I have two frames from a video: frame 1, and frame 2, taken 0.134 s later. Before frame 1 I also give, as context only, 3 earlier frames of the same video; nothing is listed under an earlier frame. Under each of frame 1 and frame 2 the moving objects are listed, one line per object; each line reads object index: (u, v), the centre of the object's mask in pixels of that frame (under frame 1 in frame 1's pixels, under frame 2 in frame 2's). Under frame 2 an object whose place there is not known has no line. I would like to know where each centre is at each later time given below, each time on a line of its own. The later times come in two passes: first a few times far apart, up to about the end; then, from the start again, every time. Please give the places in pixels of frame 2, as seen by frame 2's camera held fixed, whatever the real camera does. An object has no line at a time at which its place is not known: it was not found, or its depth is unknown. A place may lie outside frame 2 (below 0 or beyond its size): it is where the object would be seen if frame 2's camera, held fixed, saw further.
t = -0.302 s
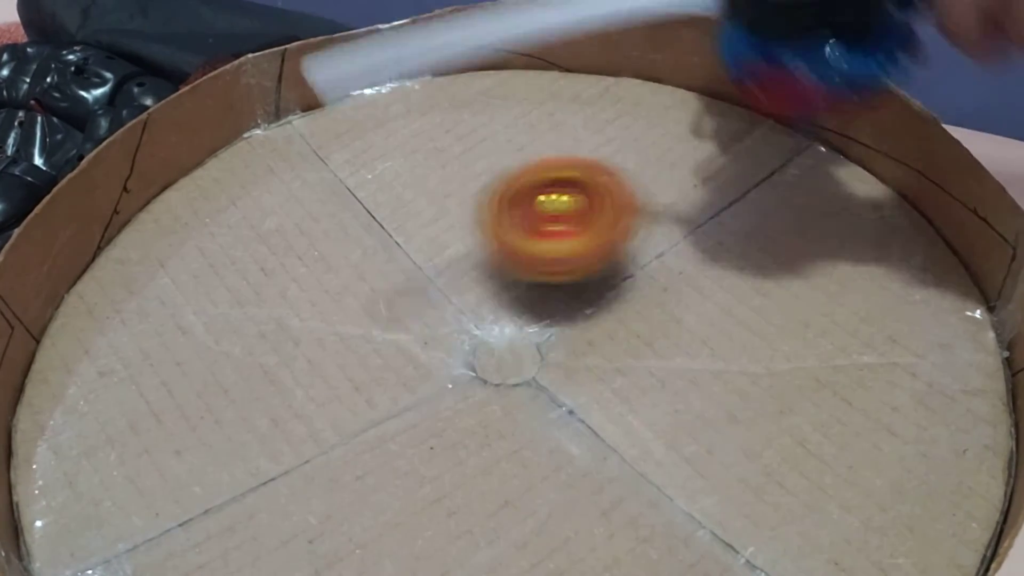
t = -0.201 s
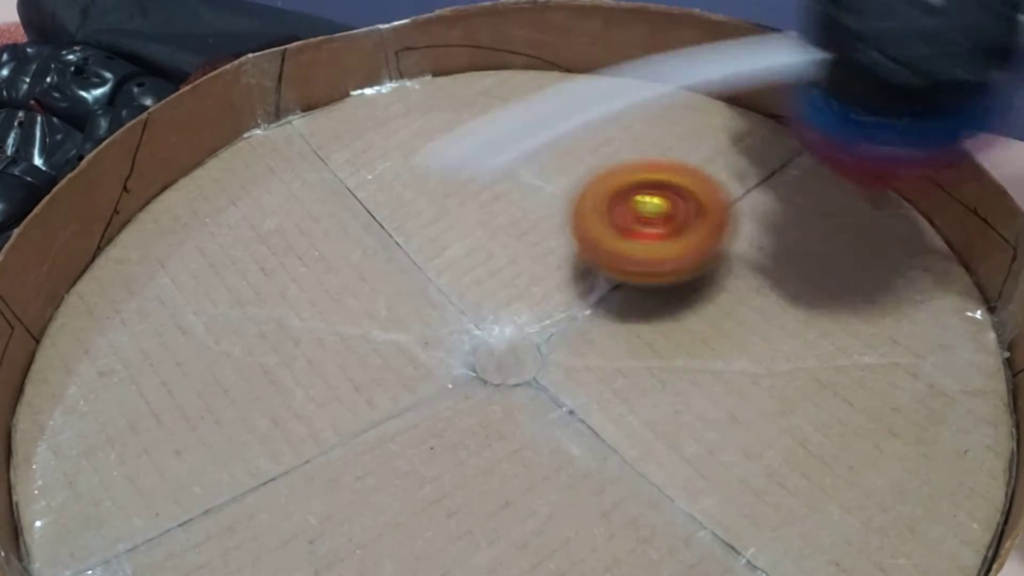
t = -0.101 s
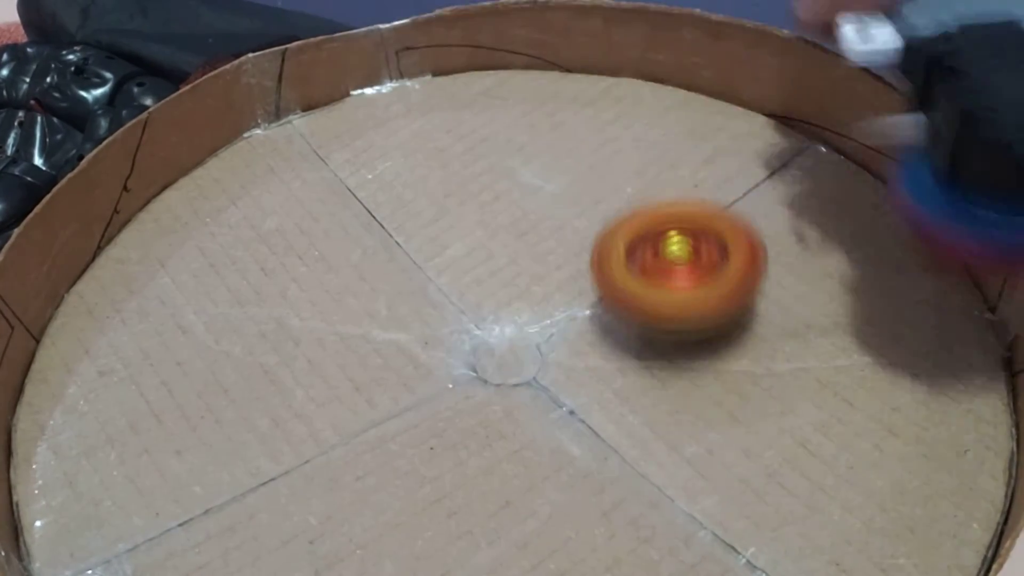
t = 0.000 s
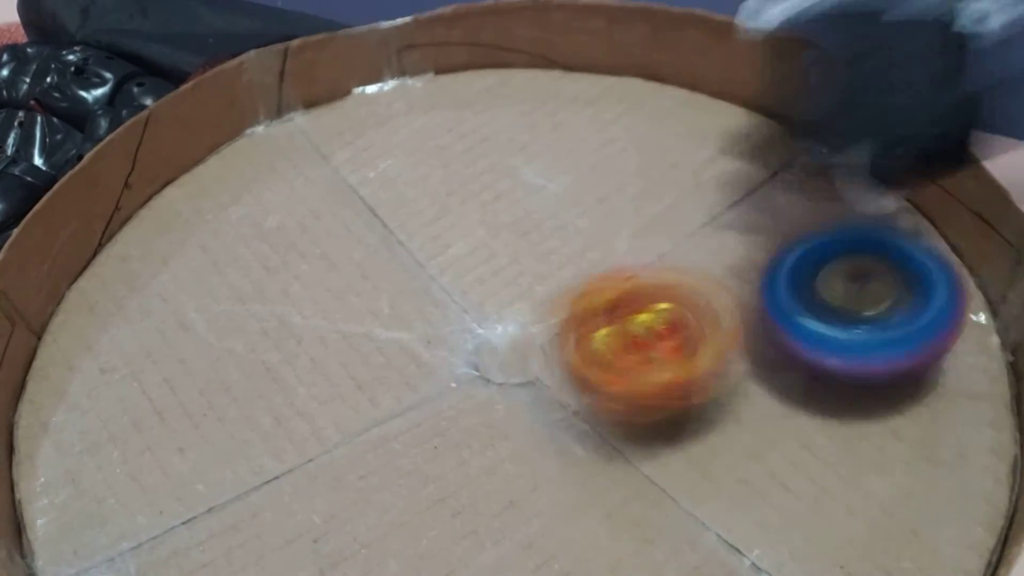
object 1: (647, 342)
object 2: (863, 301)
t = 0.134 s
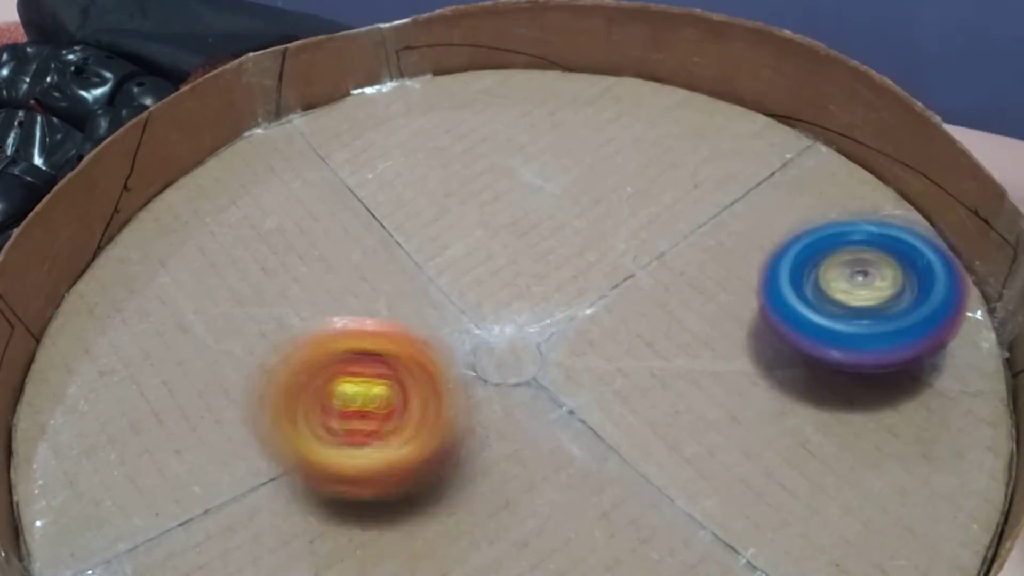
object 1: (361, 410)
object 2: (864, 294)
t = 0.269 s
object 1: (208, 368)
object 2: (844, 296)
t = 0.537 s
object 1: (208, 274)
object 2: (727, 334)
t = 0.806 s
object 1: (470, 209)
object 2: (502, 375)
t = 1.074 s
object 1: (665, 183)
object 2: (436, 231)
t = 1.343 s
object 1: (832, 287)
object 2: (601, 235)
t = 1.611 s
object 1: (864, 460)
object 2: (430, 355)
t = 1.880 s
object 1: (622, 516)
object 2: (399, 242)
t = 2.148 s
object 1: (378, 436)
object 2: (581, 307)
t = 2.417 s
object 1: (357, 275)
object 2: (536, 500)
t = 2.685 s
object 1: (525, 217)
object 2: (450, 493)
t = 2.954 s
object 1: (658, 307)
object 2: (464, 433)
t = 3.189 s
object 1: (745, 411)
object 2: (457, 374)
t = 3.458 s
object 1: (747, 525)
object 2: (574, 260)
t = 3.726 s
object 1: (534, 458)
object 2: (707, 300)
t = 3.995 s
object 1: (446, 309)
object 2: (715, 343)
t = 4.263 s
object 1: (547, 228)
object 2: (676, 382)
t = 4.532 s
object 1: (639, 274)
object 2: (540, 402)
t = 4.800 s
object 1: (700, 111)
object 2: (232, 534)
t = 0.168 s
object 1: (314, 406)
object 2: (863, 295)
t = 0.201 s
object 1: (274, 394)
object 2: (861, 294)
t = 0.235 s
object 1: (241, 383)
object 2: (854, 294)
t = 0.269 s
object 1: (208, 368)
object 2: (844, 296)
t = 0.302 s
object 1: (174, 355)
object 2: (832, 300)
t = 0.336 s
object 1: (143, 342)
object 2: (820, 301)
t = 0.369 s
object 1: (112, 331)
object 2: (811, 304)
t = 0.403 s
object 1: (88, 319)
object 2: (802, 310)
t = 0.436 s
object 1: (97, 306)
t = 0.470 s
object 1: (130, 295)
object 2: (783, 320)
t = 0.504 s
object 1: (168, 283)
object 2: (754, 329)
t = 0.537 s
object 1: (208, 274)
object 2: (727, 334)
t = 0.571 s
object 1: (245, 265)
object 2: (695, 339)
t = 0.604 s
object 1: (284, 260)
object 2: (665, 344)
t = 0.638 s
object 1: (322, 258)
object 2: (635, 349)
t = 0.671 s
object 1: (364, 255)
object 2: (606, 355)
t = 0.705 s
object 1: (404, 254)
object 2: (575, 361)
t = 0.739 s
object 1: (444, 250)
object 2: (541, 360)
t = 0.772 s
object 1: (460, 228)
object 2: (519, 366)
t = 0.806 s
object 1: (470, 209)
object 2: (502, 375)
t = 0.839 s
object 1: (485, 199)
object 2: (481, 375)
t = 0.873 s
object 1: (506, 194)
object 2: (456, 367)
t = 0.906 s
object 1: (531, 192)
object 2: (433, 352)
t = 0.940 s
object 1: (559, 189)
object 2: (413, 333)
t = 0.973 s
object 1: (588, 185)
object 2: (407, 305)
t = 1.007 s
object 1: (617, 181)
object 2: (410, 278)
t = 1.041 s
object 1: (644, 182)
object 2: (421, 253)
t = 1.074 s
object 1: (665, 183)
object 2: (436, 231)
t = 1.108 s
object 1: (686, 188)
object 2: (461, 213)
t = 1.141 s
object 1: (703, 194)
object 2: (487, 205)
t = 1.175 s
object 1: (719, 203)
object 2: (514, 206)
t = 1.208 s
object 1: (734, 215)
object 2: (536, 210)
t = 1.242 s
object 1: (744, 228)
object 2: (557, 215)
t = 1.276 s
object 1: (753, 245)
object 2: (581, 224)
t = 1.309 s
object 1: (786, 267)
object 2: (595, 229)
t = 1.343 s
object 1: (832, 287)
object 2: (601, 235)
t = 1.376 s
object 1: (868, 305)
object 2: (600, 252)
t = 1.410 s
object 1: (896, 325)
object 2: (595, 272)
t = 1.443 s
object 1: (921, 343)
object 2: (584, 289)
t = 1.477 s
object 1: (927, 367)
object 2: (565, 312)
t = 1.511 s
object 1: (914, 386)
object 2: (541, 333)
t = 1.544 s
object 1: (901, 408)
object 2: (509, 351)
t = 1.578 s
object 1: (883, 438)
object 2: (469, 358)
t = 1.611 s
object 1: (864, 460)
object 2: (430, 355)
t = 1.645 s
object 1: (842, 482)
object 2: (398, 346)
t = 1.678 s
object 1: (817, 494)
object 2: (374, 328)
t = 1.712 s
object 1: (788, 505)
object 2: (362, 305)
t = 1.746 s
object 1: (761, 517)
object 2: (361, 287)
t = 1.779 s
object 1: (729, 521)
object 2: (365, 270)
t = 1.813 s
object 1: (695, 520)
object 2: (376, 258)
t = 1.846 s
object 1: (661, 518)
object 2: (387, 250)
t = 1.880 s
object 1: (622, 516)
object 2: (399, 242)
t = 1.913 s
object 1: (585, 511)
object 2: (410, 238)
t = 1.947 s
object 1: (550, 507)
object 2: (424, 234)
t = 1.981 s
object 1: (515, 502)
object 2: (439, 231)
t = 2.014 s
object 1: (479, 496)
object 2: (462, 233)
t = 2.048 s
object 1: (452, 490)
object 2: (490, 243)
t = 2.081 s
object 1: (427, 477)
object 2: (521, 261)
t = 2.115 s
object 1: (401, 458)
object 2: (555, 283)
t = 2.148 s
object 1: (378, 436)
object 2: (581, 307)
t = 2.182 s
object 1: (362, 419)
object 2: (598, 335)
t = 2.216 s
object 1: (346, 399)
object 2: (605, 368)
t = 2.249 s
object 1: (331, 380)
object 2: (608, 407)
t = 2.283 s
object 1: (329, 361)
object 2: (605, 439)
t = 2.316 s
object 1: (332, 338)
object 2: (594, 464)
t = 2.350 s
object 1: (337, 317)
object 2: (576, 483)
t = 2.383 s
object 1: (346, 295)
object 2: (557, 493)
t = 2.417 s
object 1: (357, 275)
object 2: (536, 500)
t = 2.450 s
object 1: (372, 259)
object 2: (511, 504)
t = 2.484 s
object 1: (390, 243)
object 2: (492, 506)
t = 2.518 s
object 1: (409, 228)
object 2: (479, 507)
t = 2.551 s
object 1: (429, 216)
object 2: (463, 505)
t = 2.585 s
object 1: (450, 212)
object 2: (459, 503)
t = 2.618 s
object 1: (476, 212)
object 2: (456, 500)
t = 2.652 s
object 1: (502, 212)
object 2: (450, 496)
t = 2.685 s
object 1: (525, 217)
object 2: (450, 493)
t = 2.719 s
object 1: (550, 222)
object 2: (451, 487)
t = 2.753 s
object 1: (577, 227)
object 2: (450, 480)
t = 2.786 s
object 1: (603, 234)
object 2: (445, 475)
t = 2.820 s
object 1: (619, 243)
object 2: (444, 470)
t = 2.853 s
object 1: (630, 255)
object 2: (449, 462)
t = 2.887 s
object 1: (641, 272)
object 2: (459, 452)
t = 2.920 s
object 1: (651, 290)
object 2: (463, 441)
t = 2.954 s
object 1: (658, 307)
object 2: (464, 433)
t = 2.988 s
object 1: (662, 325)
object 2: (468, 425)
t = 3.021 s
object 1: (662, 343)
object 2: (474, 415)
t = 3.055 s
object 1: (669, 357)
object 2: (473, 406)
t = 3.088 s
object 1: (687, 366)
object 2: (464, 400)
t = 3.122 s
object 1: (707, 378)
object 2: (460, 392)
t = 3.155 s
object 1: (727, 394)
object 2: (457, 383)
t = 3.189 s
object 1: (745, 411)
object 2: (457, 374)
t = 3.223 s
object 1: (759, 429)
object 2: (457, 363)
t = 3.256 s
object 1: (768, 447)
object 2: (459, 350)
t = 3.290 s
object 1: (775, 465)
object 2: (464, 334)
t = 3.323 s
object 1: (778, 485)
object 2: (471, 317)
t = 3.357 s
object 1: (774, 498)
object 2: (484, 302)
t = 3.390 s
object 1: (770, 513)
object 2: (508, 282)
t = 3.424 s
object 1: (763, 522)
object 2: (540, 267)
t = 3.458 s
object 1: (747, 525)
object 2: (574, 260)
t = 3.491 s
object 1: (715, 523)
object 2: (609, 259)
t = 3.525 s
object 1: (685, 518)
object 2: (639, 260)
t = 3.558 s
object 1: (657, 513)
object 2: (658, 264)
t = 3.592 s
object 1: (629, 507)
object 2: (669, 268)
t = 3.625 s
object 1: (603, 499)
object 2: (679, 275)
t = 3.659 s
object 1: (580, 490)
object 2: (690, 283)
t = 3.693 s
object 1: (557, 476)
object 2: (699, 292)
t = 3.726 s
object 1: (534, 458)
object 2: (707, 300)
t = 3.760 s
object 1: (517, 441)
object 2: (714, 309)
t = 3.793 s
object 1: (500, 423)
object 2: (722, 318)
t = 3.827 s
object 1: (487, 405)
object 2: (722, 321)
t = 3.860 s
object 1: (475, 384)
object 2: (721, 326)
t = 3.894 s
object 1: (463, 364)
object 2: (721, 331)
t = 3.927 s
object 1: (454, 345)
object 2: (721, 336)
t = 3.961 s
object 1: (448, 327)
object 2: (717, 340)
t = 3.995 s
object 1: (446, 309)
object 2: (715, 343)
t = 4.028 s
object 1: (449, 292)
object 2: (713, 347)
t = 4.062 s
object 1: (456, 275)
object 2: (710, 352)
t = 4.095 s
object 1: (465, 261)
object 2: (707, 358)
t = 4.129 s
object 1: (481, 249)
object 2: (703, 361)
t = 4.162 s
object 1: (498, 240)
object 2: (697, 365)
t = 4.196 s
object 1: (515, 234)
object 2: (690, 372)
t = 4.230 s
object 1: (533, 231)
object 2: (684, 377)
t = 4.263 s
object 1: (547, 228)
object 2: (676, 382)
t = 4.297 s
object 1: (566, 225)
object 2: (666, 389)
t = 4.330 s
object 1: (588, 224)
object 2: (654, 396)
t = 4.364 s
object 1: (609, 223)
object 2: (643, 405)
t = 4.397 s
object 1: (622, 227)
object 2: (630, 419)
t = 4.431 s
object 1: (634, 236)
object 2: (618, 427)
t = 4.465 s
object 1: (638, 246)
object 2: (598, 426)
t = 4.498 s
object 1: (638, 259)
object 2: (566, 416)
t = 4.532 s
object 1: (639, 274)
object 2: (540, 402)
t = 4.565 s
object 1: (642, 229)
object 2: (503, 427)
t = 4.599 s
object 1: (658, 175)
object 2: (461, 482)
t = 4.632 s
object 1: (679, 125)
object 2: (417, 507)
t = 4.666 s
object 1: (694, 93)
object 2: (374, 524)
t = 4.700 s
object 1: (701, 84)
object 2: (324, 538)
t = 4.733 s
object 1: (704, 88)
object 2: (276, 548)
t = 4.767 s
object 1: (705, 99)
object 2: (240, 545)
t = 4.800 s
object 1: (700, 111)
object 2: (232, 534)
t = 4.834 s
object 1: (696, 116)
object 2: (231, 526)
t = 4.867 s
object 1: (688, 124)
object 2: (233, 519)
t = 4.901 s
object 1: (682, 133)
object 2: (234, 511)
